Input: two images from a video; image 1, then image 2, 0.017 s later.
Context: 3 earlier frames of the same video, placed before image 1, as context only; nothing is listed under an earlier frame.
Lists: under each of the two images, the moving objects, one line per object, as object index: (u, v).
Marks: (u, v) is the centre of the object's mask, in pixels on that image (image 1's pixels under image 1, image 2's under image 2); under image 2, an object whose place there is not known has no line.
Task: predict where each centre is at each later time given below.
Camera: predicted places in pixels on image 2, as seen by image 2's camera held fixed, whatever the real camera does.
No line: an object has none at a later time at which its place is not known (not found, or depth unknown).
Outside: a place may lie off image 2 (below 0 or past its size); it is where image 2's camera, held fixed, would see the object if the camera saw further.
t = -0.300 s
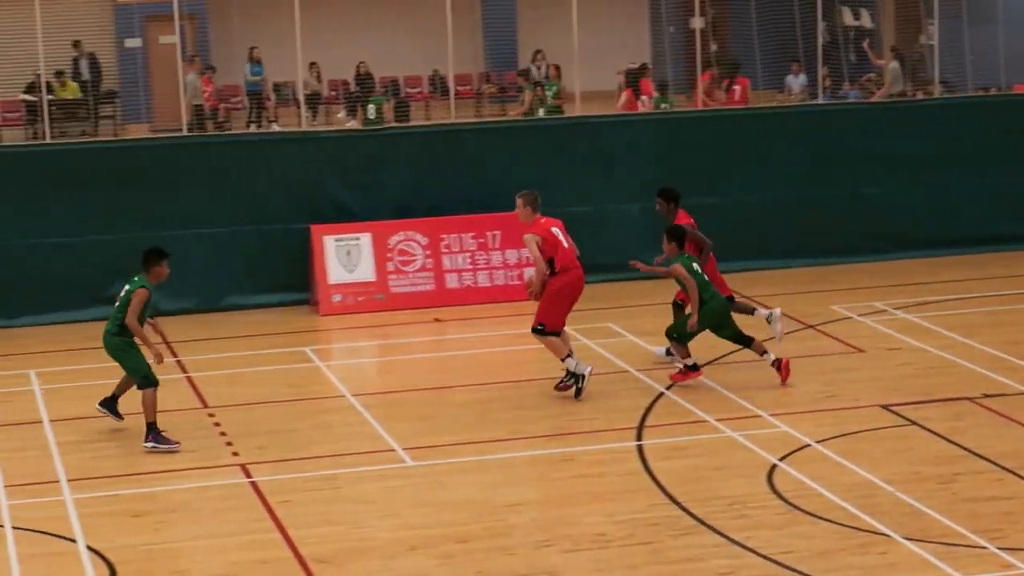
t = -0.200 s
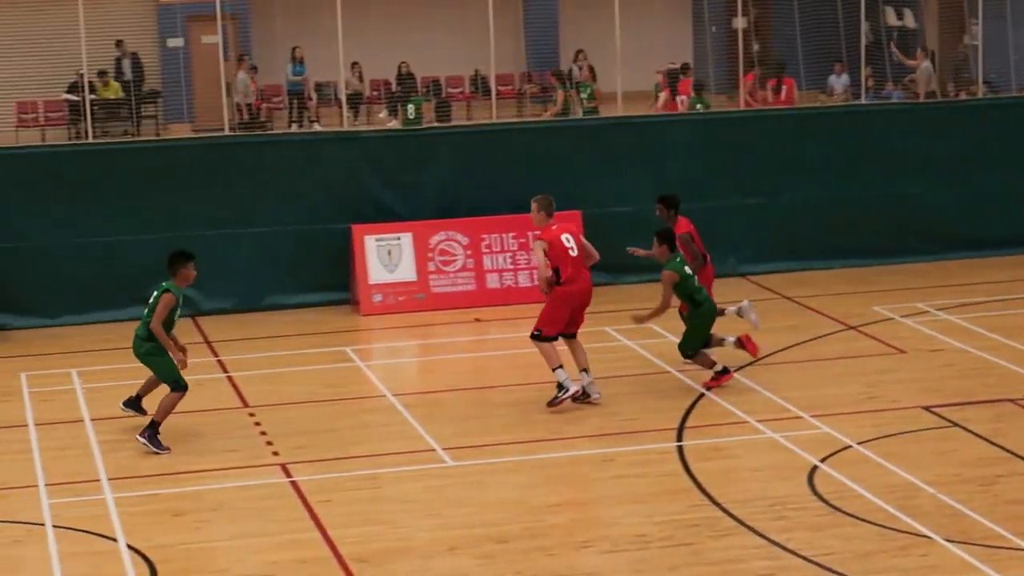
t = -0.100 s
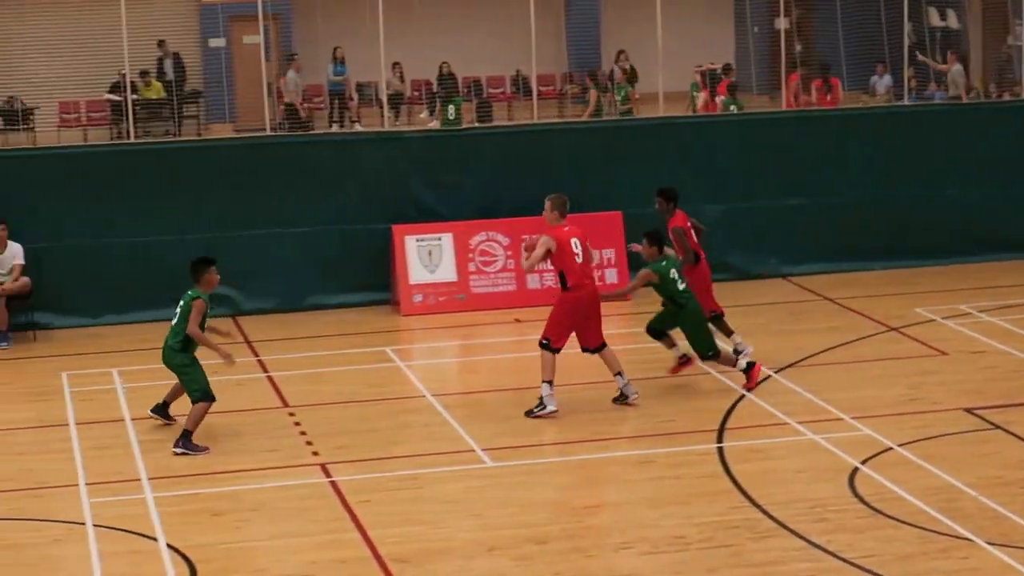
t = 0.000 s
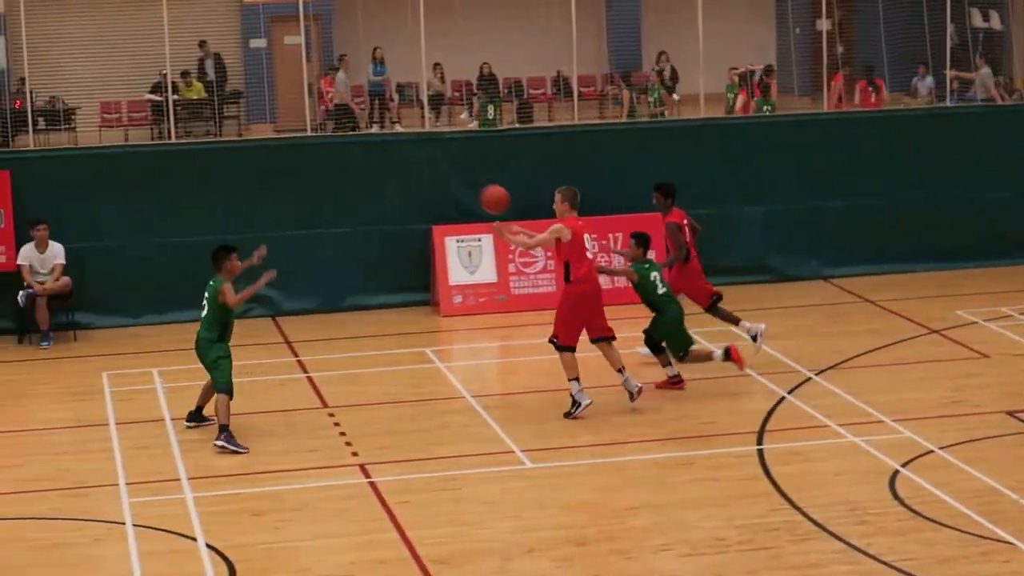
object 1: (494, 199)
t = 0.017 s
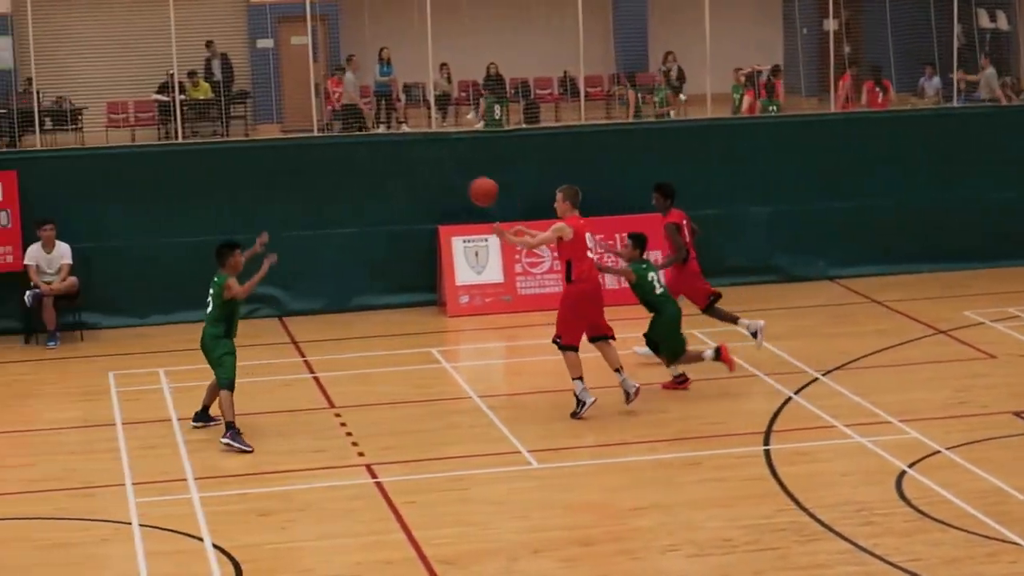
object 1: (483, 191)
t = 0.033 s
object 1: (466, 183)
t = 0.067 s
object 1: (433, 168)
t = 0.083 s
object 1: (417, 162)
